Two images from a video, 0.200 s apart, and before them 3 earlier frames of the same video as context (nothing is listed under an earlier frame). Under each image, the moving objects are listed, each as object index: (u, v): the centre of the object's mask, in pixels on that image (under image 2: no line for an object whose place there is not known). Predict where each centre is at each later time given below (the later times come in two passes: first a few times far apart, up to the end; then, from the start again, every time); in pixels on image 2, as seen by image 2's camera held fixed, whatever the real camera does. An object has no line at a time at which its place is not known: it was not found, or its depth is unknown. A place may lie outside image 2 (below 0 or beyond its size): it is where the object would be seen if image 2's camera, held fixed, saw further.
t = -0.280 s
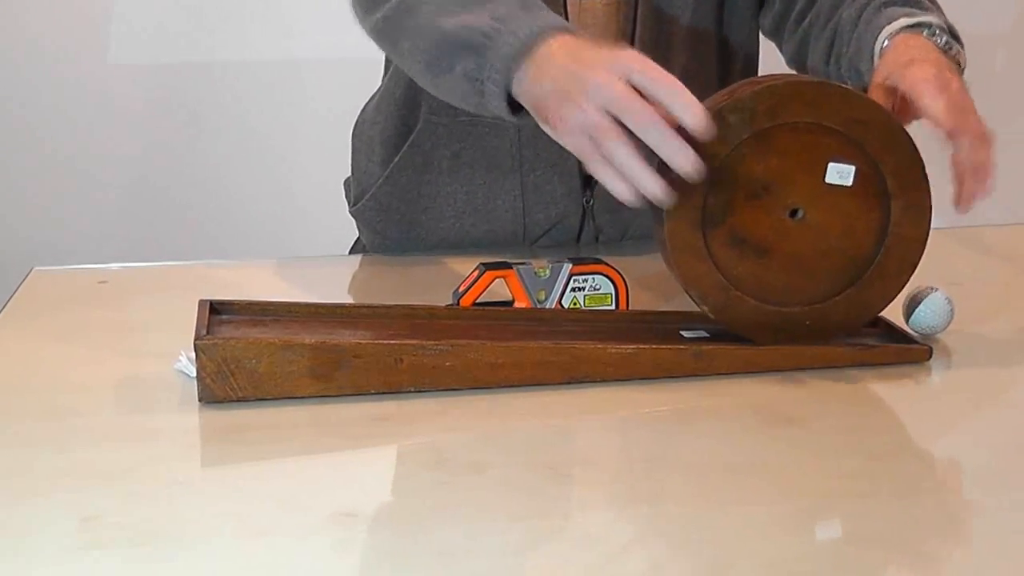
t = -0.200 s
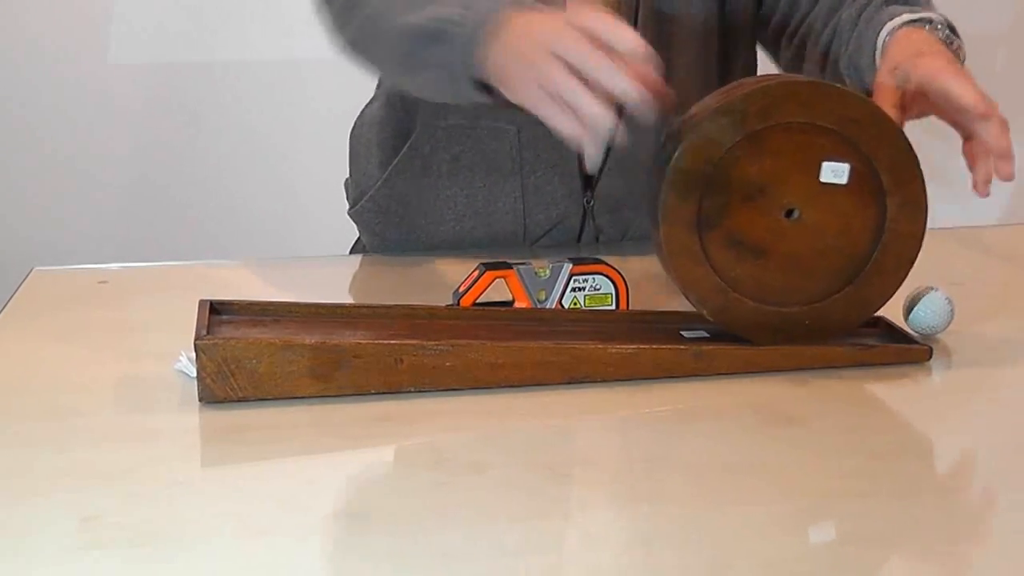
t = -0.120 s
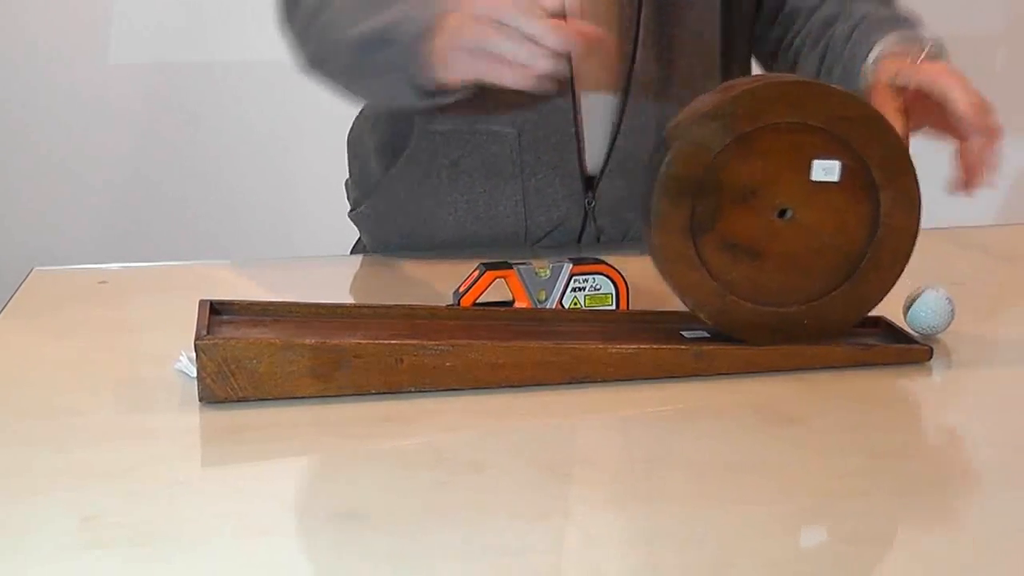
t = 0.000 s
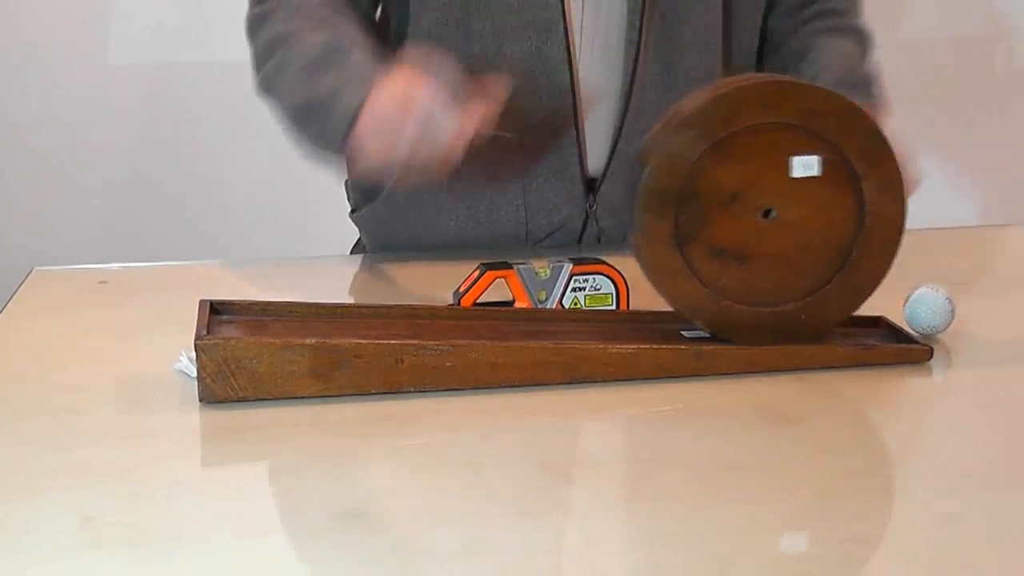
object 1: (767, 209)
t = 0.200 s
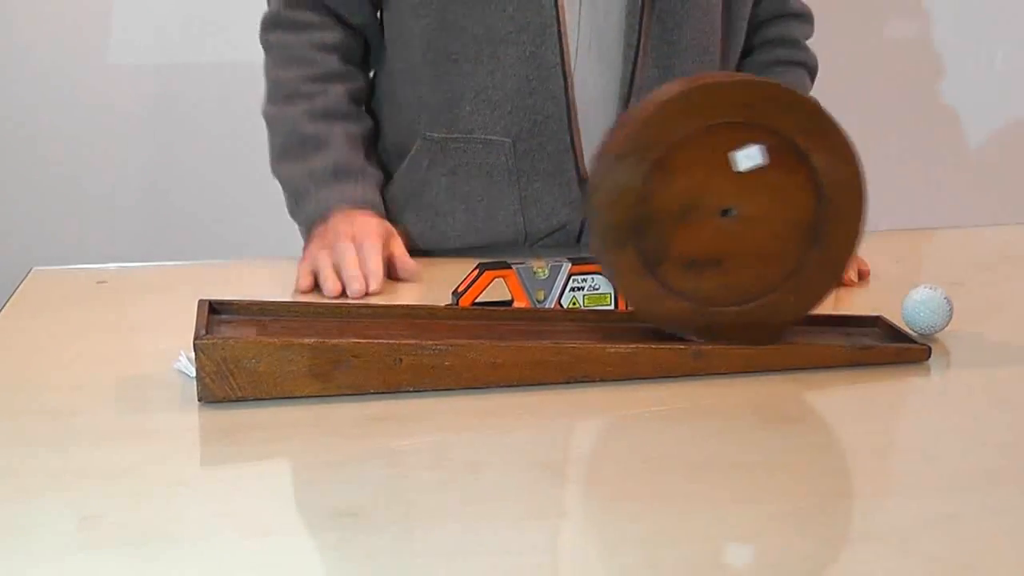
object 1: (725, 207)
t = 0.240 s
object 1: (715, 206)
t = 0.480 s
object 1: (637, 204)
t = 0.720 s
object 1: (553, 200)
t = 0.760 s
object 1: (537, 200)
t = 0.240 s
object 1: (715, 206)
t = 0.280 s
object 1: (704, 206)
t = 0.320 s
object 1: (693, 205)
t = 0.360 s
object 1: (680, 205)
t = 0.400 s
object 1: (666, 205)
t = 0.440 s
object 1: (652, 204)
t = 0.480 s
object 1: (637, 204)
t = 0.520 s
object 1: (624, 203)
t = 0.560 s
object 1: (610, 202)
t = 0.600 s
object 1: (596, 201)
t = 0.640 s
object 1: (583, 199)
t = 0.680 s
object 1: (567, 200)
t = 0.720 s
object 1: (553, 200)
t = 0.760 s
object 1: (537, 200)
